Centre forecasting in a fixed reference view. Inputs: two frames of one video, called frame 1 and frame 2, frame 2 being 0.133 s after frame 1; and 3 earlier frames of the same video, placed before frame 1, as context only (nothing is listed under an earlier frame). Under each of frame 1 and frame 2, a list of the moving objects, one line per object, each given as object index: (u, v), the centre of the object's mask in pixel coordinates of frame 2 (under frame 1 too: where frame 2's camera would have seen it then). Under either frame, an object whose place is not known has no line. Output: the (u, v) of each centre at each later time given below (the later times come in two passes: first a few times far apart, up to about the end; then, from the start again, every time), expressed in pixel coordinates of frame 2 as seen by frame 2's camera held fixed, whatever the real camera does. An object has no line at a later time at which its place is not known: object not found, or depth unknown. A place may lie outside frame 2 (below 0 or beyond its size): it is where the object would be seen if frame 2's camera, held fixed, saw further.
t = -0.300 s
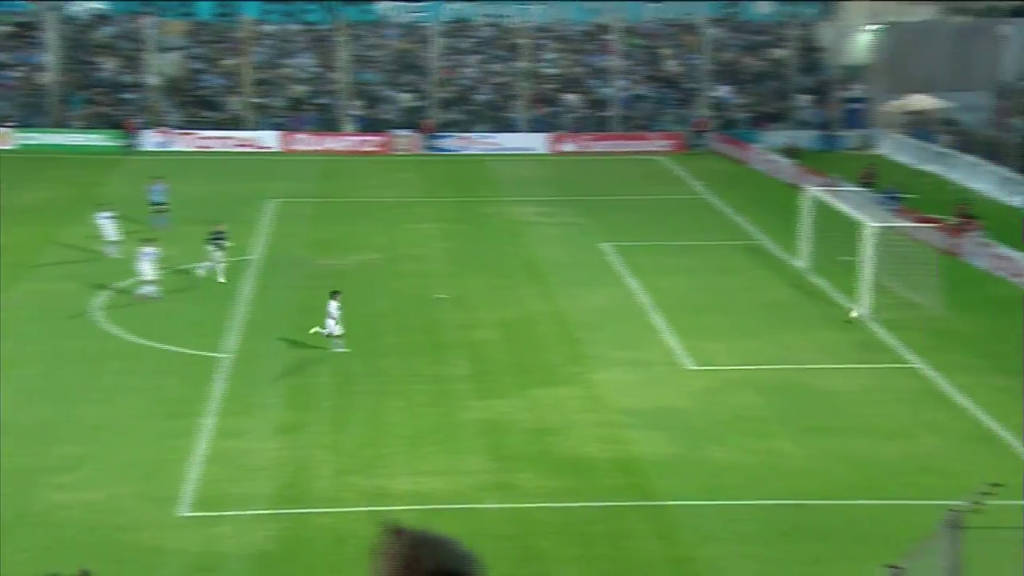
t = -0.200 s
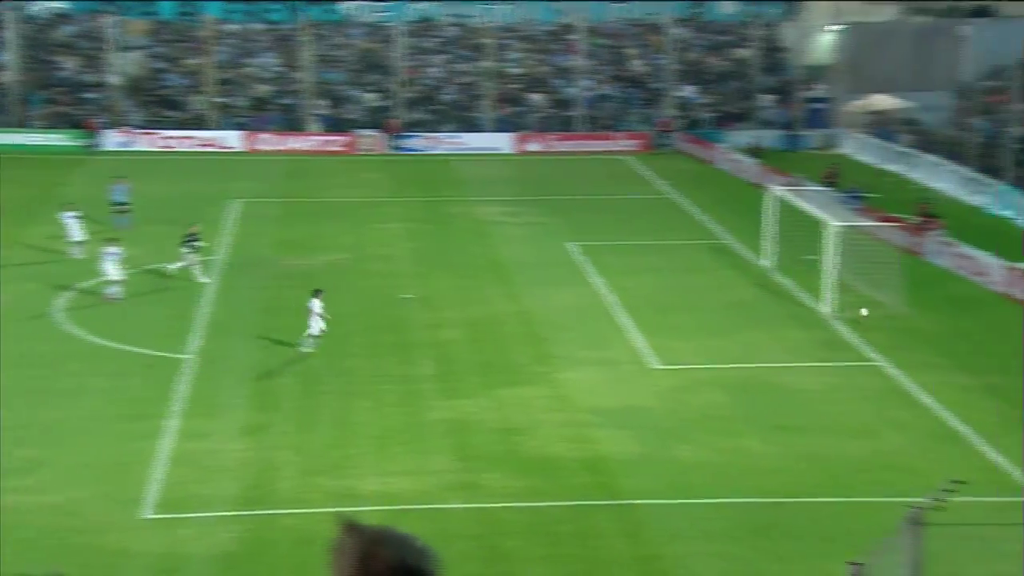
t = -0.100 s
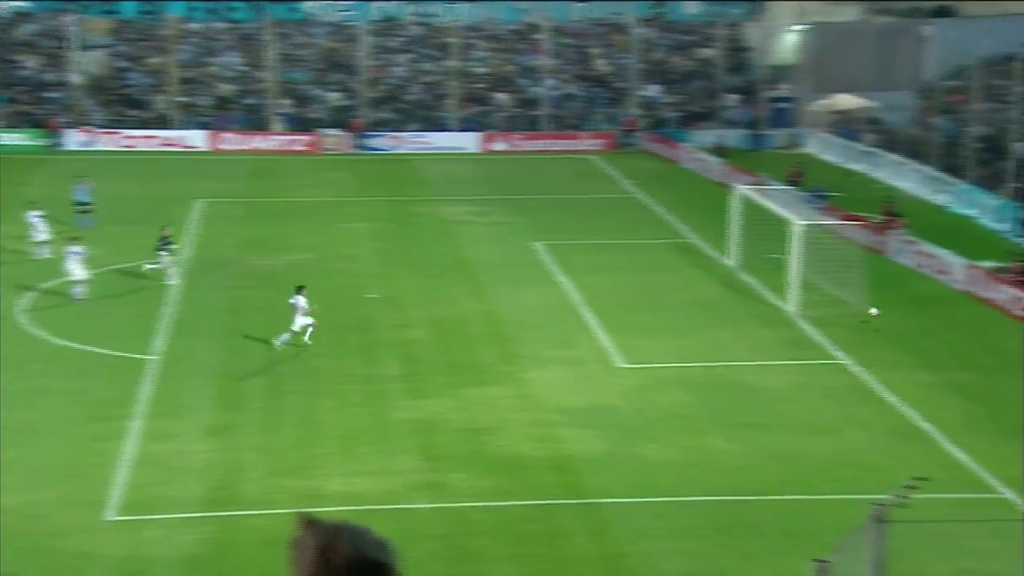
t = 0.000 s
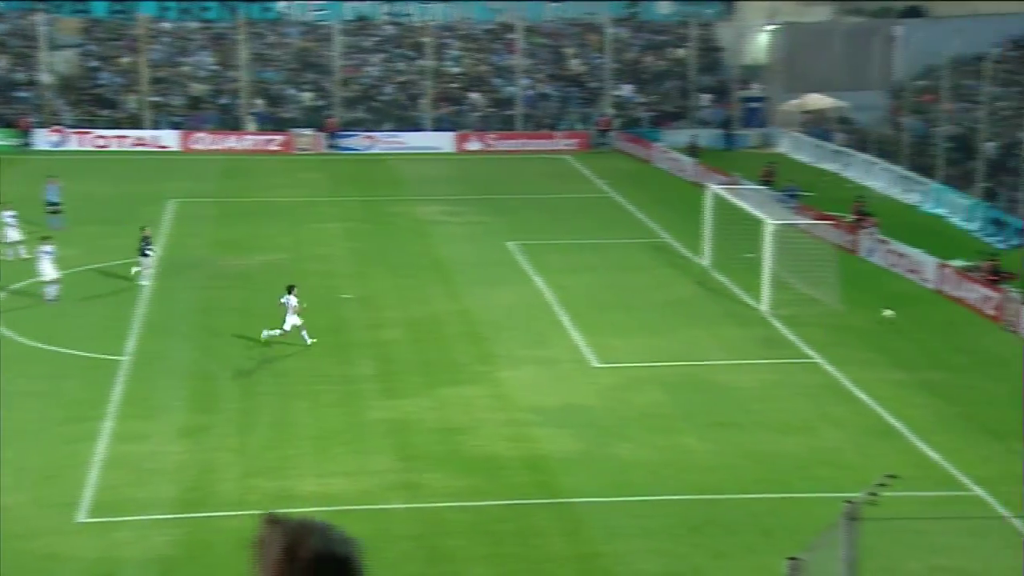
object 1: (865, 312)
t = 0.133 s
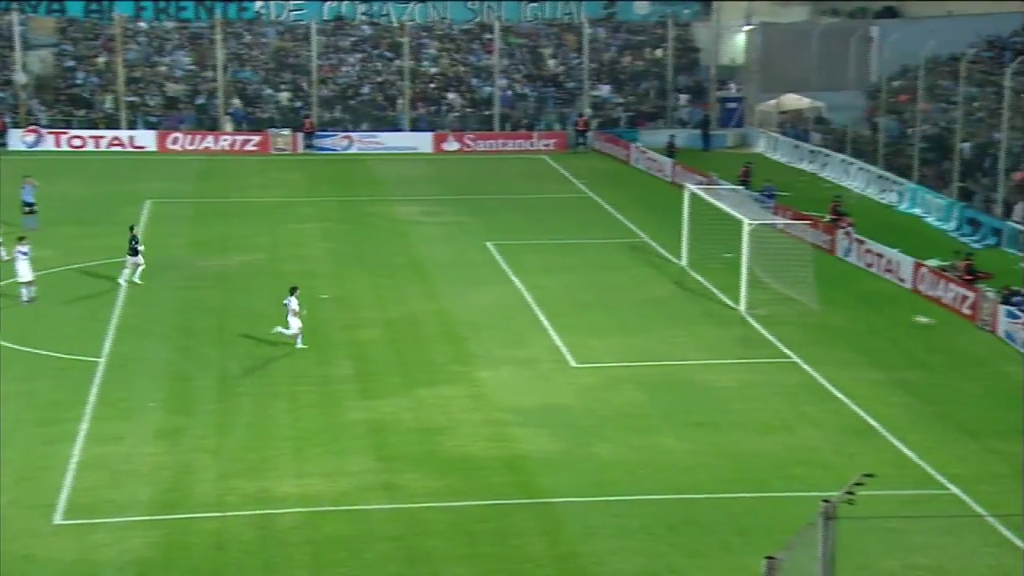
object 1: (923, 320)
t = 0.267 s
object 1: (981, 330)
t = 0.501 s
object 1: (989, 328)
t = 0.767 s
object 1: (978, 337)
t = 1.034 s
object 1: (976, 340)
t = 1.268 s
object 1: (974, 342)
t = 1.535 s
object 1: (972, 344)
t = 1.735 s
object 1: (971, 345)
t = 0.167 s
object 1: (937, 322)
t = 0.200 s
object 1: (950, 325)
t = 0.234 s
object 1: (965, 327)
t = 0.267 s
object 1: (981, 330)
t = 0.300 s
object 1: (992, 330)
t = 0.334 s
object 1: (993, 329)
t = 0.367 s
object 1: (993, 329)
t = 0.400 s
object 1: (992, 328)
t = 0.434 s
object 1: (991, 328)
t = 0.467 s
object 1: (990, 328)
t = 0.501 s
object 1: (989, 328)
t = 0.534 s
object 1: (988, 329)
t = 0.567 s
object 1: (987, 329)
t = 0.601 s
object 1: (985, 329)
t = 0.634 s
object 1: (984, 330)
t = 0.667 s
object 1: (982, 331)
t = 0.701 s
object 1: (981, 333)
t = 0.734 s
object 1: (980, 335)
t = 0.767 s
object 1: (978, 337)
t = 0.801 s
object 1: (978, 338)
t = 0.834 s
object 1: (978, 337)
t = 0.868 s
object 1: (977, 337)
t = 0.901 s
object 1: (977, 337)
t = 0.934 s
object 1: (976, 338)
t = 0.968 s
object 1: (976, 338)
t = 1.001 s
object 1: (976, 339)
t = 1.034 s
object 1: (976, 340)
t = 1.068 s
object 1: (975, 340)
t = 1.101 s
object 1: (975, 340)
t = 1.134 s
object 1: (975, 340)
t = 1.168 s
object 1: (975, 340)
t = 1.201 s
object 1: (974, 341)
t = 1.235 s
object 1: (974, 341)
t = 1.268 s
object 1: (974, 342)
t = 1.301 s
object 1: (974, 342)
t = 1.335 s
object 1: (973, 342)
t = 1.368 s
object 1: (973, 342)
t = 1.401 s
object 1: (973, 343)
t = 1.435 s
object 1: (972, 344)
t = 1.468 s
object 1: (973, 344)
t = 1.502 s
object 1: (972, 344)
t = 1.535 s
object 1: (972, 344)
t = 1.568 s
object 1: (972, 344)
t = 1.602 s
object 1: (972, 345)
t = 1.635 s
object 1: (971, 345)
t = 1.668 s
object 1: (971, 345)
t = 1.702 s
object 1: (971, 345)
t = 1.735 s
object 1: (971, 345)
